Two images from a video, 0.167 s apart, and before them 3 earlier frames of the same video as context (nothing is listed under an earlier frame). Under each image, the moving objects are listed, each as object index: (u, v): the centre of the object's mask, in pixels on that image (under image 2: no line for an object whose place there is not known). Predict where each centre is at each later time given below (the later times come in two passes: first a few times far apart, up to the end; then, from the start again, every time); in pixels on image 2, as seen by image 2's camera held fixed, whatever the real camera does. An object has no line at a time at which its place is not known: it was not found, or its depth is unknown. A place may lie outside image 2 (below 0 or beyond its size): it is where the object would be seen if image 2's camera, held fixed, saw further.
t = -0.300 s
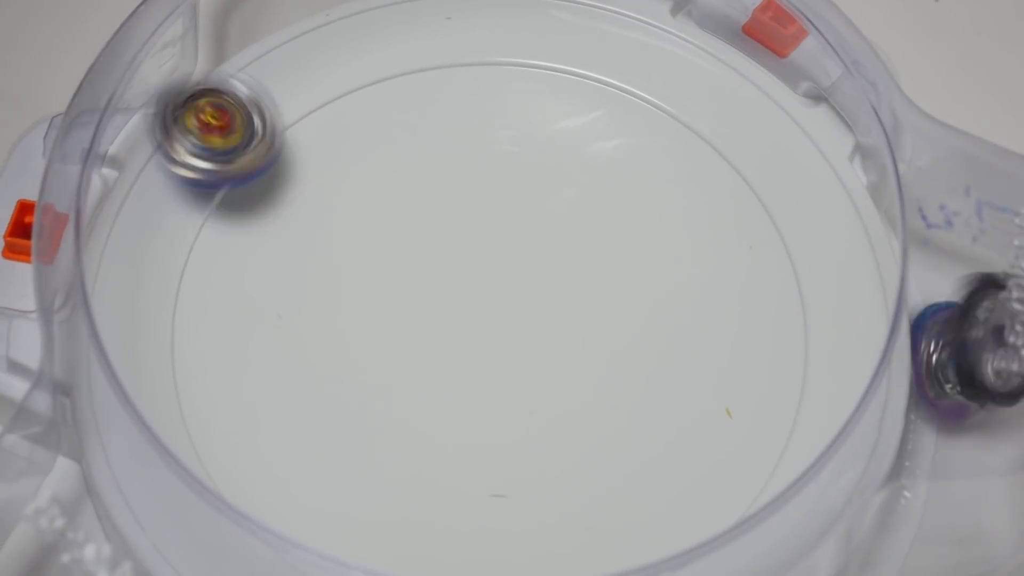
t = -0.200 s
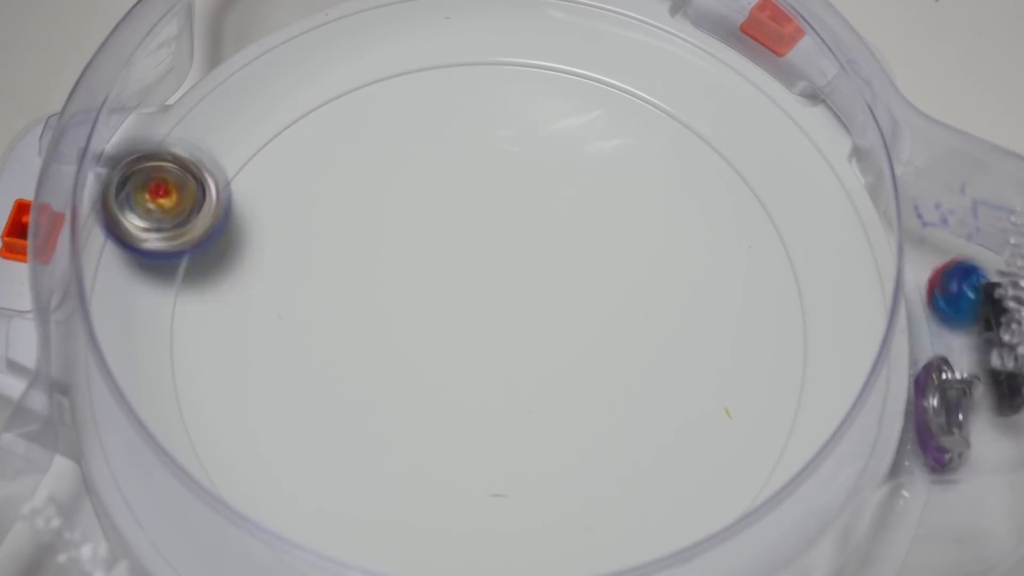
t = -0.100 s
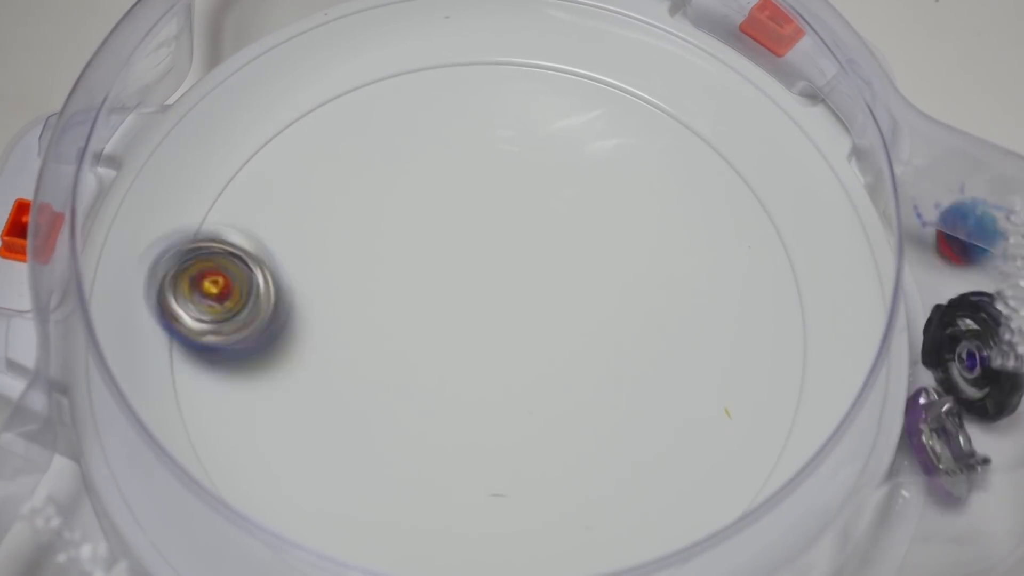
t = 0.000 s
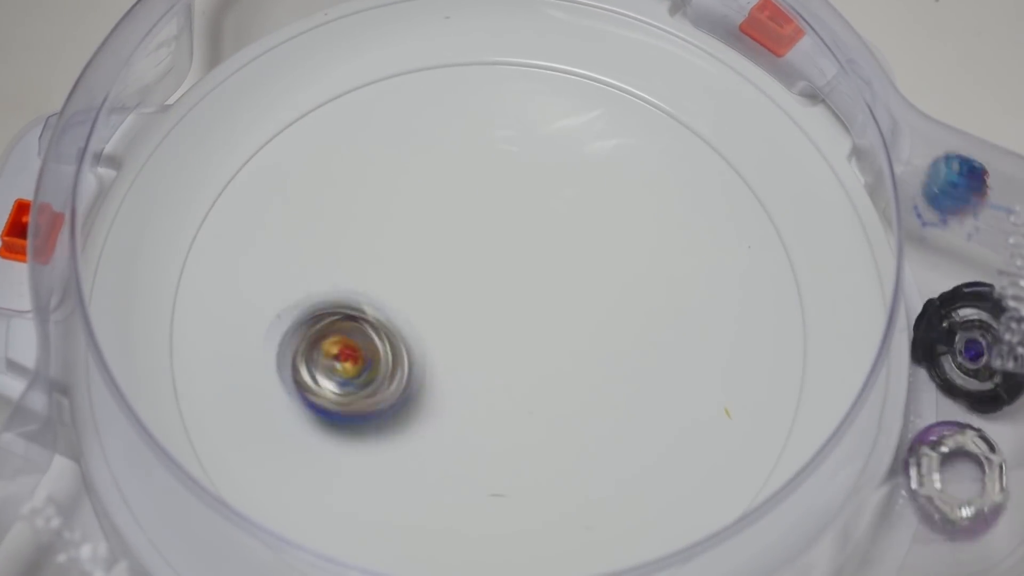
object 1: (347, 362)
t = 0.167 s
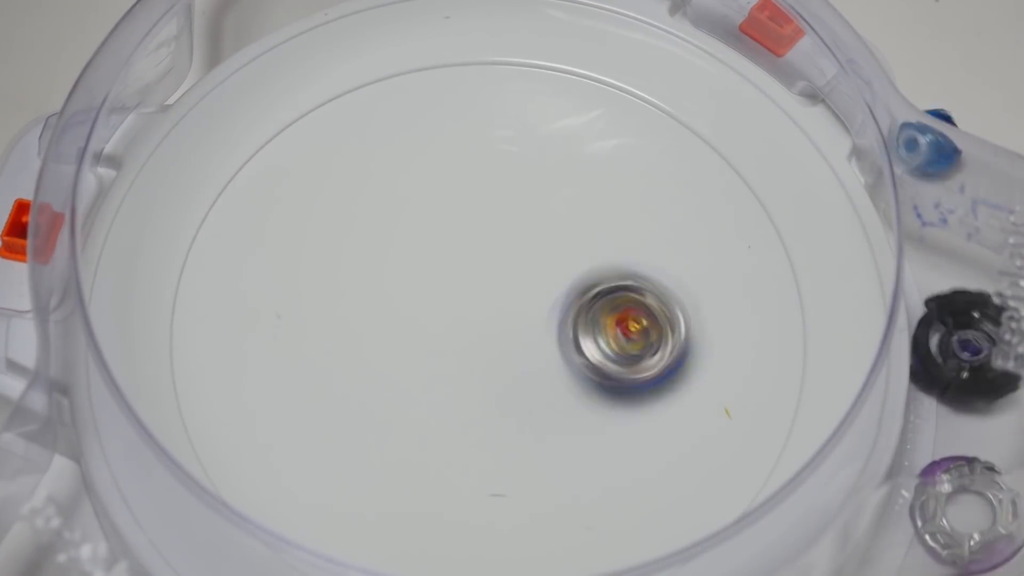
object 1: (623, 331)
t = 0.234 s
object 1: (694, 277)
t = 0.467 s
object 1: (637, 143)
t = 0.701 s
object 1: (423, 235)
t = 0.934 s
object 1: (520, 377)
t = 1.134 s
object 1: (670, 325)
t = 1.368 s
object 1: (570, 187)
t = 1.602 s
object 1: (317, 276)
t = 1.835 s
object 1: (369, 470)
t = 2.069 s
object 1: (600, 408)
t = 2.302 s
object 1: (581, 147)
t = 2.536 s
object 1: (338, 114)
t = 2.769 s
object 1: (324, 369)
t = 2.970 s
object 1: (602, 444)
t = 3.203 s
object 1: (734, 248)
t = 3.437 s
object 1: (502, 125)
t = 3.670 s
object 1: (273, 295)
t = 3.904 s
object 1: (376, 484)
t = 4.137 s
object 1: (611, 400)
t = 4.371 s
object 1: (590, 158)
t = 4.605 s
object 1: (366, 130)
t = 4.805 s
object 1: (333, 324)
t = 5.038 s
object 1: (575, 423)
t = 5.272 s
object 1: (675, 256)
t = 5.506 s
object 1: (473, 162)
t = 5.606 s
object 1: (370, 205)
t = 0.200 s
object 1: (662, 304)
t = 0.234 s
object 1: (694, 277)
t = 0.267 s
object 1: (716, 244)
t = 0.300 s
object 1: (732, 216)
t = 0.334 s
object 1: (741, 185)
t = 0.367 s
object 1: (739, 155)
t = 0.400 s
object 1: (722, 139)
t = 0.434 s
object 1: (681, 139)
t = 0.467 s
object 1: (637, 143)
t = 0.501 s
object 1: (592, 150)
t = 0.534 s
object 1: (551, 158)
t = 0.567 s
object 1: (514, 169)
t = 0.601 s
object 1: (482, 181)
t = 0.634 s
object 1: (456, 197)
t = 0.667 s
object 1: (435, 214)
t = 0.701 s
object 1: (423, 235)
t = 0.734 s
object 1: (418, 256)
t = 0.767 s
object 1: (420, 281)
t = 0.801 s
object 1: (428, 304)
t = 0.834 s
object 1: (445, 328)
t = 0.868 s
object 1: (465, 347)
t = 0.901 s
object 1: (490, 364)
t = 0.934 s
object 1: (520, 377)
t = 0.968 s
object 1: (552, 383)
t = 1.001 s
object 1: (585, 382)
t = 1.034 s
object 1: (614, 378)
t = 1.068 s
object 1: (637, 362)
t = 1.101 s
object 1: (656, 345)
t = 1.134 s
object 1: (670, 325)
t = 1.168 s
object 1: (677, 302)
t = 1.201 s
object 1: (676, 279)
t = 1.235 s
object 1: (671, 257)
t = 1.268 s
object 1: (656, 232)
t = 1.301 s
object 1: (634, 211)
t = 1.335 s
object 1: (604, 196)
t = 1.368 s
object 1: (570, 187)
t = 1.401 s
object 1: (532, 179)
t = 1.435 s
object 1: (490, 180)
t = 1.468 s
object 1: (447, 190)
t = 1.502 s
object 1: (408, 203)
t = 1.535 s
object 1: (371, 222)
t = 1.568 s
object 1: (340, 248)
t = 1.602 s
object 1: (317, 276)
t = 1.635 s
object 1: (303, 307)
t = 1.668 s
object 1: (297, 339)
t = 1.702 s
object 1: (298, 371)
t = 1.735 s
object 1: (307, 401)
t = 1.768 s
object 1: (324, 429)
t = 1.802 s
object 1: (343, 451)
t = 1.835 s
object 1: (369, 470)
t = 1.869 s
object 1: (399, 482)
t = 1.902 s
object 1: (433, 486)
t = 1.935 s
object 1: (468, 485)
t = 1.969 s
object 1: (504, 477)
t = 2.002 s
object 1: (539, 461)
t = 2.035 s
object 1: (574, 436)
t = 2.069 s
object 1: (600, 408)
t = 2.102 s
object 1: (621, 372)
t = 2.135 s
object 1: (634, 335)
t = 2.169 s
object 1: (639, 292)
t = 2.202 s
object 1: (635, 250)
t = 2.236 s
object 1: (624, 213)
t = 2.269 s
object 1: (604, 177)
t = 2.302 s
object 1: (581, 147)
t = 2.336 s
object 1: (553, 123)
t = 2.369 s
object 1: (520, 102)
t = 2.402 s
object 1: (483, 88)
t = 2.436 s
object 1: (444, 80)
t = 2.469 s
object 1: (406, 86)
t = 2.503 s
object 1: (370, 94)
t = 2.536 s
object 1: (338, 114)
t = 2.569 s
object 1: (307, 139)
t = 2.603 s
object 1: (285, 173)
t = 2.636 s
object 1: (271, 209)
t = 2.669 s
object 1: (269, 250)
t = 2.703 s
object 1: (278, 293)
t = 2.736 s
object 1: (297, 333)
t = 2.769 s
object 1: (324, 369)
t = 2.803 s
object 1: (363, 399)
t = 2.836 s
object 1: (405, 427)
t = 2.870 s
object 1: (455, 443)
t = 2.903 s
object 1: (505, 454)
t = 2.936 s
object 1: (553, 454)
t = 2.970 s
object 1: (602, 444)
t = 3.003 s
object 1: (644, 427)
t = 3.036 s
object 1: (679, 404)
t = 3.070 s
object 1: (706, 377)
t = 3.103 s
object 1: (724, 348)
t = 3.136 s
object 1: (735, 314)
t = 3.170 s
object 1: (738, 282)
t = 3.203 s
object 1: (734, 248)
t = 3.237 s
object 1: (720, 217)
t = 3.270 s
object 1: (699, 188)
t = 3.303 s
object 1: (668, 162)
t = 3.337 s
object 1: (633, 148)
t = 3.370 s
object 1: (592, 135)
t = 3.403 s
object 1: (548, 126)
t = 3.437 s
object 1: (502, 125)
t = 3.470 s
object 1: (457, 133)
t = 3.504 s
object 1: (414, 148)
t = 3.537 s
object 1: (370, 168)
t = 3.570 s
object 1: (335, 195)
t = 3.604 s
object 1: (308, 226)
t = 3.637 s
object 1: (288, 262)
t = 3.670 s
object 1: (273, 295)
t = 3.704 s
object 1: (269, 329)
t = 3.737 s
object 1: (273, 364)
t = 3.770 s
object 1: (282, 398)
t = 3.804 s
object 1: (296, 426)
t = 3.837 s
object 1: (317, 449)
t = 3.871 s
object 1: (346, 470)
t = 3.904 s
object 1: (376, 484)
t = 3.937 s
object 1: (411, 492)
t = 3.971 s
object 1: (449, 493)
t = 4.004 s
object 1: (486, 487)
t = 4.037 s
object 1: (522, 474)
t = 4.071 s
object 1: (557, 457)
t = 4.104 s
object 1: (588, 430)
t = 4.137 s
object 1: (611, 400)
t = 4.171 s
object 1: (630, 365)
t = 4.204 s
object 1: (641, 327)
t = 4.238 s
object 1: (642, 289)
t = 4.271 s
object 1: (639, 252)
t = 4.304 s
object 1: (629, 215)
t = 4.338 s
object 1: (611, 183)
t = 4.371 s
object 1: (590, 158)
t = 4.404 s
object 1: (563, 132)
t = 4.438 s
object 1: (532, 117)
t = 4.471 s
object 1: (499, 104)
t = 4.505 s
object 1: (463, 97)
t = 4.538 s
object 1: (427, 100)
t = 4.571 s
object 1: (395, 112)
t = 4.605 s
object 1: (366, 130)
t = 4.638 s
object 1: (339, 155)
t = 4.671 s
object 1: (322, 185)
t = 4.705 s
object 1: (312, 219)
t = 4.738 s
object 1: (309, 253)
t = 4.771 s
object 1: (317, 290)
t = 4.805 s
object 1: (333, 324)
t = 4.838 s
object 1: (354, 354)
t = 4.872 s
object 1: (385, 381)
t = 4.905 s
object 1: (419, 403)
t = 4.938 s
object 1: (457, 418)
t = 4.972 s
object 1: (499, 429)
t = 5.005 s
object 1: (537, 430)
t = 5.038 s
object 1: (575, 423)
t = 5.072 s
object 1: (609, 411)
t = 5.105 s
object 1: (637, 391)
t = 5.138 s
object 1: (660, 368)
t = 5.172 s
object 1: (674, 341)
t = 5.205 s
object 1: (682, 314)
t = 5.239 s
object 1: (683, 285)
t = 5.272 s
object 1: (675, 256)
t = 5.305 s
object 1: (661, 229)
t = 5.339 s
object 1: (641, 205)
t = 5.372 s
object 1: (614, 189)
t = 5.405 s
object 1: (582, 175)
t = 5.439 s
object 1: (546, 163)
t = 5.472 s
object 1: (510, 161)
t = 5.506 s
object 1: (473, 162)
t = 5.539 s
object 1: (434, 170)
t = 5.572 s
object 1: (402, 186)
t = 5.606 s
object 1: (370, 205)
